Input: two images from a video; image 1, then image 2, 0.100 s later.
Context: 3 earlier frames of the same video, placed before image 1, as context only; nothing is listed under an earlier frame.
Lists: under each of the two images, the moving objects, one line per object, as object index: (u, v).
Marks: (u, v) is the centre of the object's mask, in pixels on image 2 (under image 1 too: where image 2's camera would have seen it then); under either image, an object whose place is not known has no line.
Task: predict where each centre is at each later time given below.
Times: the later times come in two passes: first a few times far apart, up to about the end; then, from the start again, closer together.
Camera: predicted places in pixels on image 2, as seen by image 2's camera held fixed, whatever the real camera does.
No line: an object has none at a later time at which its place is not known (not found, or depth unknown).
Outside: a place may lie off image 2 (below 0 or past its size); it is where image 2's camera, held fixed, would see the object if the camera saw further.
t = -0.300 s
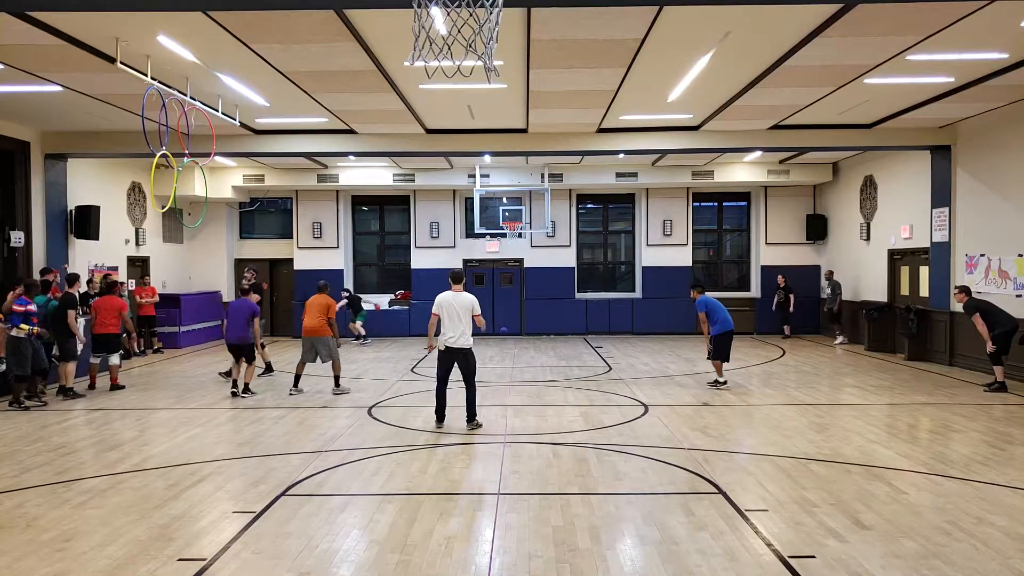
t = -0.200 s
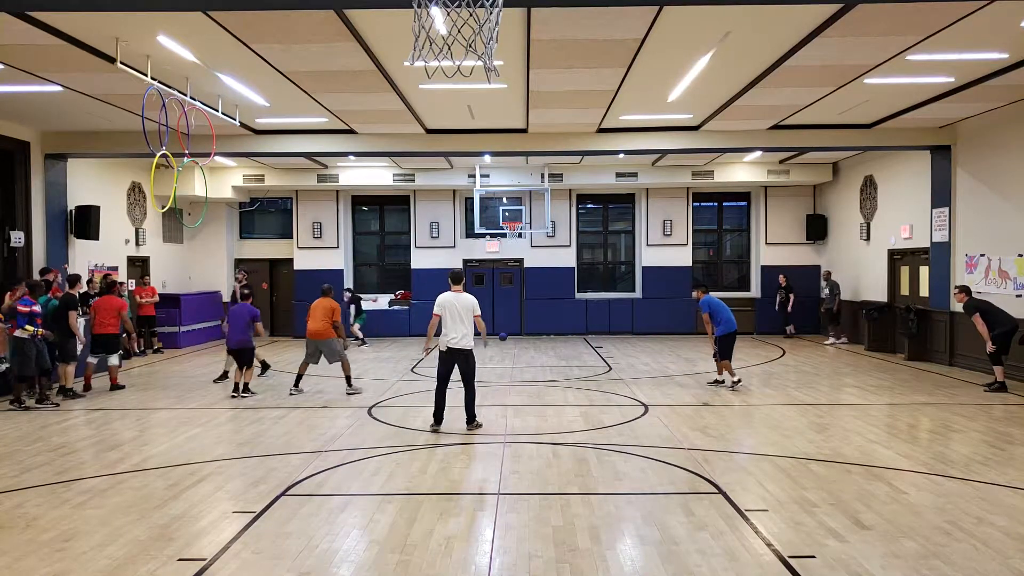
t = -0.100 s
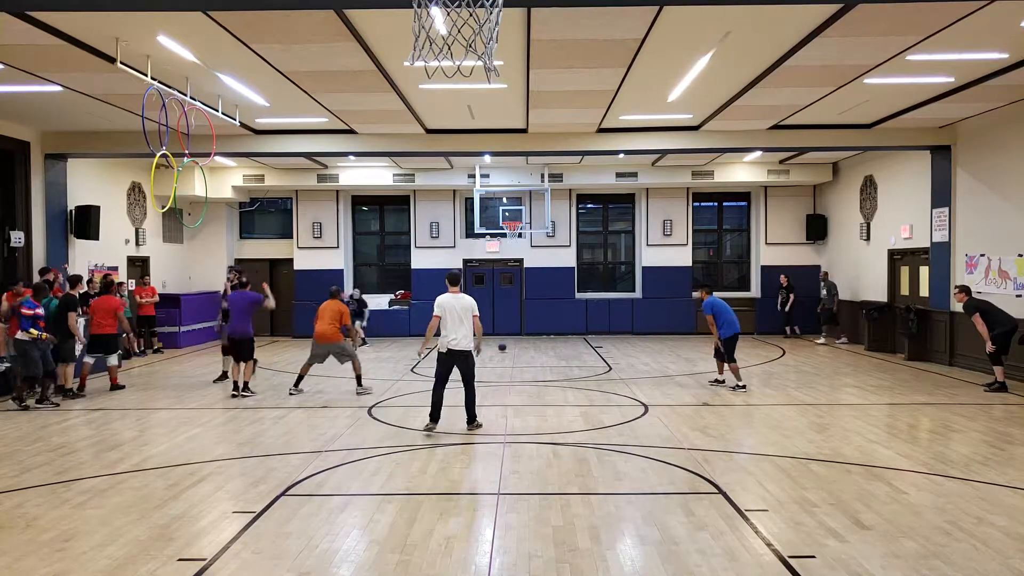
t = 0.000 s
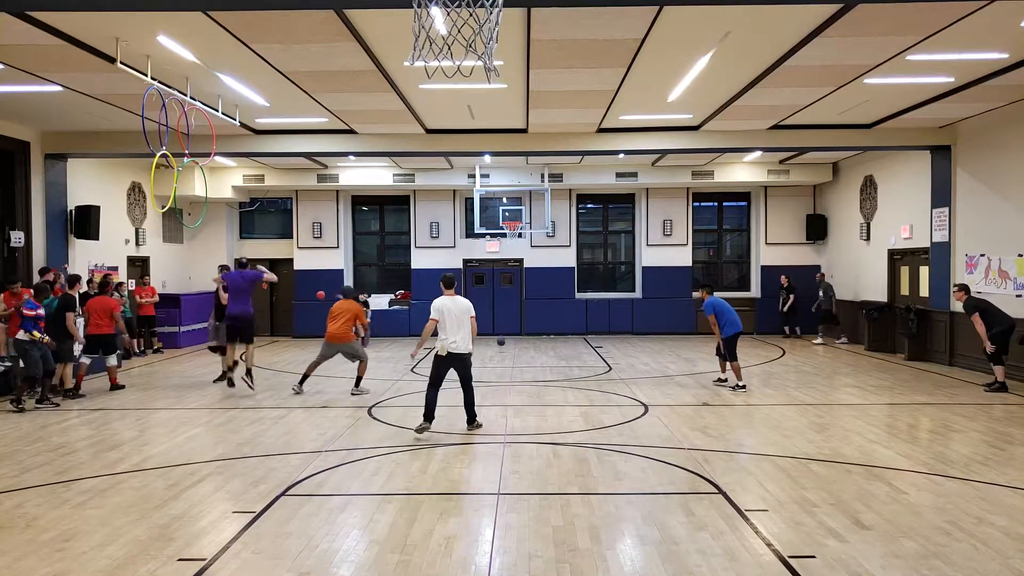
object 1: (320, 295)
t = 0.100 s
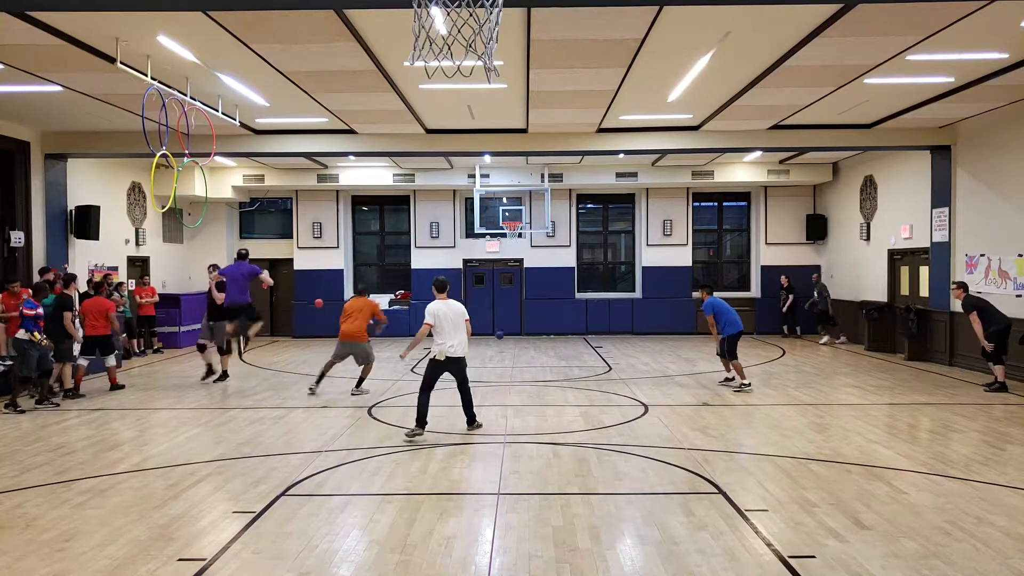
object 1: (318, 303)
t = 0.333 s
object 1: (292, 364)
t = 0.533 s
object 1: (244, 428)
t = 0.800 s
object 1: (172, 430)
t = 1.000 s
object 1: (63, 547)
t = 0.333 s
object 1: (292, 364)
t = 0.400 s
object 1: (276, 399)
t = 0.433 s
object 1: (264, 423)
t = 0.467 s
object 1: (255, 440)
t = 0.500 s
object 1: (250, 434)
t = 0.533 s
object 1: (244, 428)
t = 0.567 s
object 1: (237, 423)
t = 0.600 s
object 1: (230, 419)
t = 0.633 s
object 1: (222, 417)
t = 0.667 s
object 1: (214, 416)
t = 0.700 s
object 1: (205, 417)
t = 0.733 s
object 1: (195, 418)
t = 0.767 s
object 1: (184, 423)
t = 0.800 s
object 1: (172, 430)
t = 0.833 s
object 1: (159, 439)
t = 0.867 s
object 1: (144, 452)
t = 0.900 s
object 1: (128, 467)
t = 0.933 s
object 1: (109, 489)
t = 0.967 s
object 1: (88, 514)
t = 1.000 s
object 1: (63, 547)
